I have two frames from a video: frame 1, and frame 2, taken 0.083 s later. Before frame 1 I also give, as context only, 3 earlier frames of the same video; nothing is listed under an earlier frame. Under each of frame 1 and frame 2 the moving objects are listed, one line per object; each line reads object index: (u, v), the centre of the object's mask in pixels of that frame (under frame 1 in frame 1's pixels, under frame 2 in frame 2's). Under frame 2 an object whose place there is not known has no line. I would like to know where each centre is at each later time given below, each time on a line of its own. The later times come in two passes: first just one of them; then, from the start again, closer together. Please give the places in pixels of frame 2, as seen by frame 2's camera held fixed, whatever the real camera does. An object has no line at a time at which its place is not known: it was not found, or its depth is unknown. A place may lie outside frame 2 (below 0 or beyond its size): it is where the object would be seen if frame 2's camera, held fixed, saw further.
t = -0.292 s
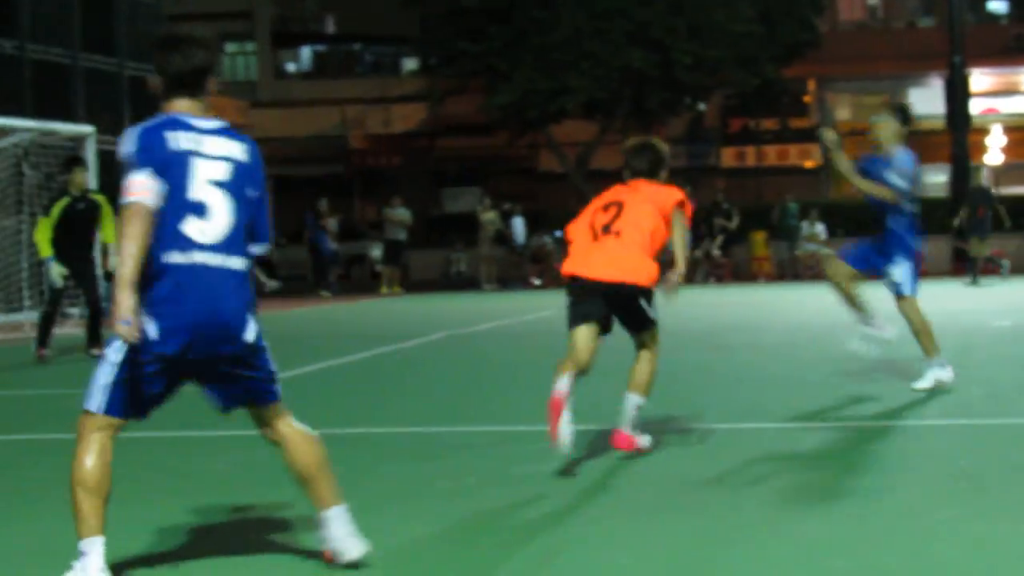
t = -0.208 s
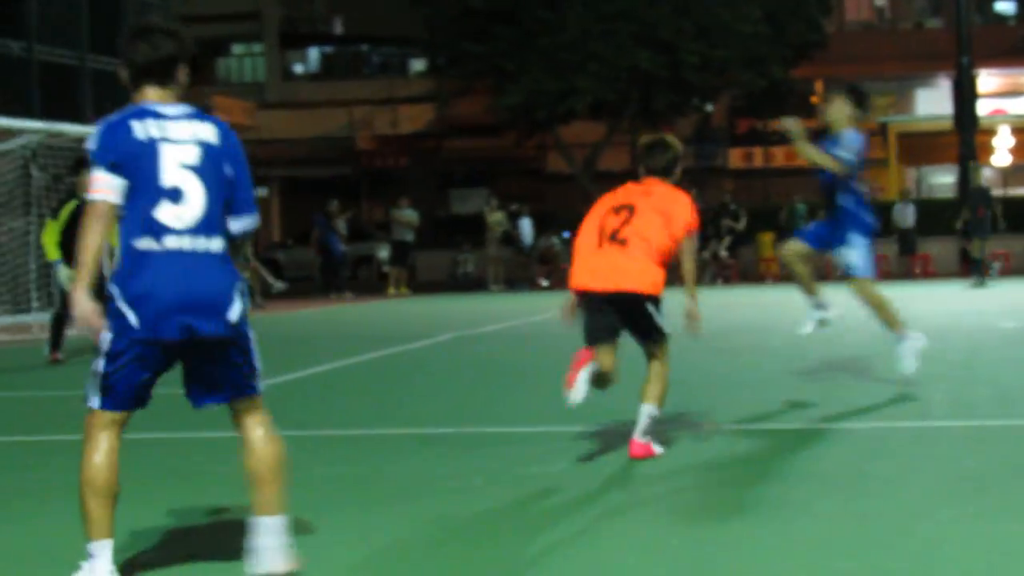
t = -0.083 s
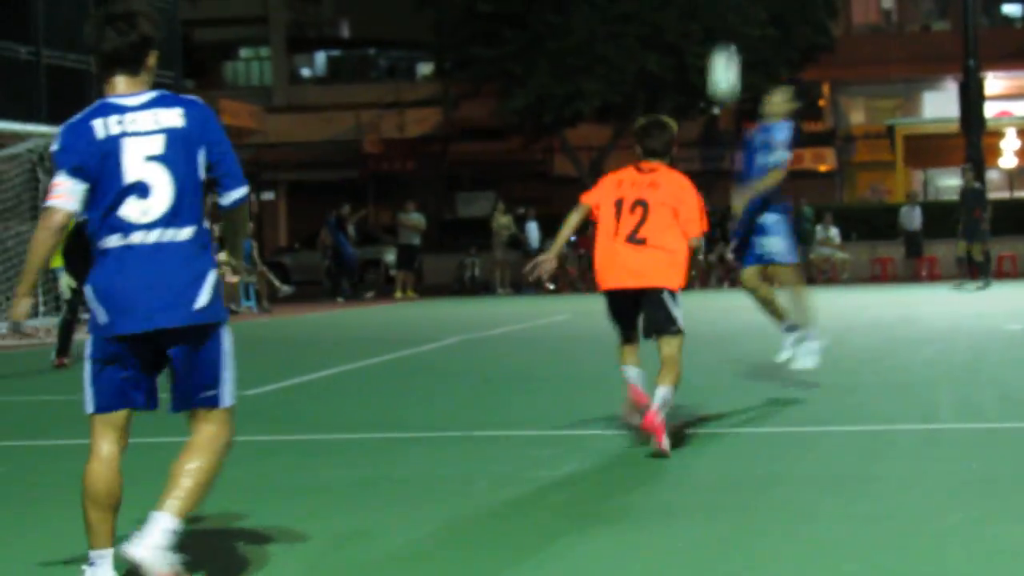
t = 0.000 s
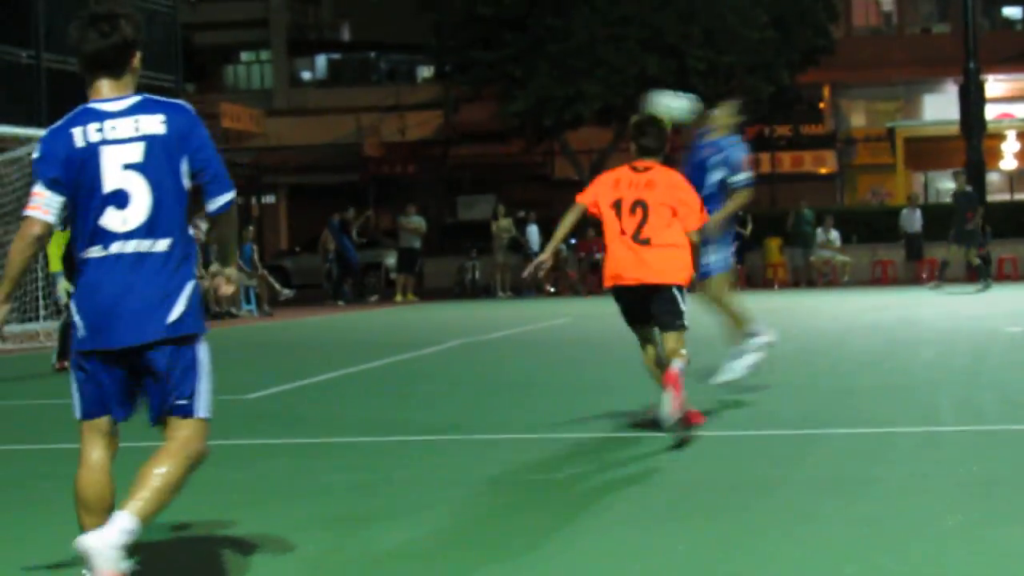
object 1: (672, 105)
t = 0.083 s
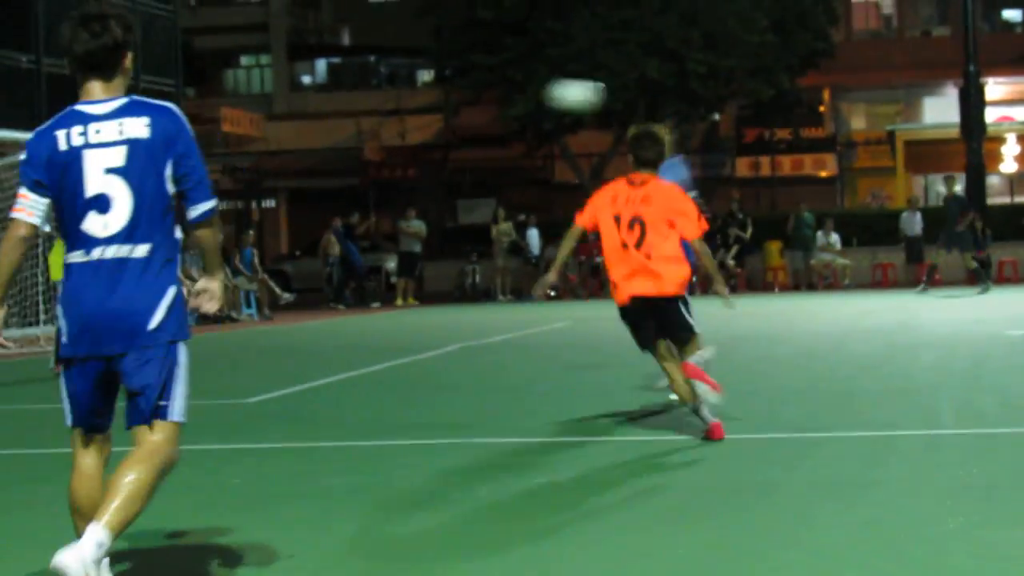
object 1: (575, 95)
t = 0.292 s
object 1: (346, 107)
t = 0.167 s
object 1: (480, 92)
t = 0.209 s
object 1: (436, 94)
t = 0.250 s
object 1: (391, 99)
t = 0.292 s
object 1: (346, 107)
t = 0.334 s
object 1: (302, 118)
